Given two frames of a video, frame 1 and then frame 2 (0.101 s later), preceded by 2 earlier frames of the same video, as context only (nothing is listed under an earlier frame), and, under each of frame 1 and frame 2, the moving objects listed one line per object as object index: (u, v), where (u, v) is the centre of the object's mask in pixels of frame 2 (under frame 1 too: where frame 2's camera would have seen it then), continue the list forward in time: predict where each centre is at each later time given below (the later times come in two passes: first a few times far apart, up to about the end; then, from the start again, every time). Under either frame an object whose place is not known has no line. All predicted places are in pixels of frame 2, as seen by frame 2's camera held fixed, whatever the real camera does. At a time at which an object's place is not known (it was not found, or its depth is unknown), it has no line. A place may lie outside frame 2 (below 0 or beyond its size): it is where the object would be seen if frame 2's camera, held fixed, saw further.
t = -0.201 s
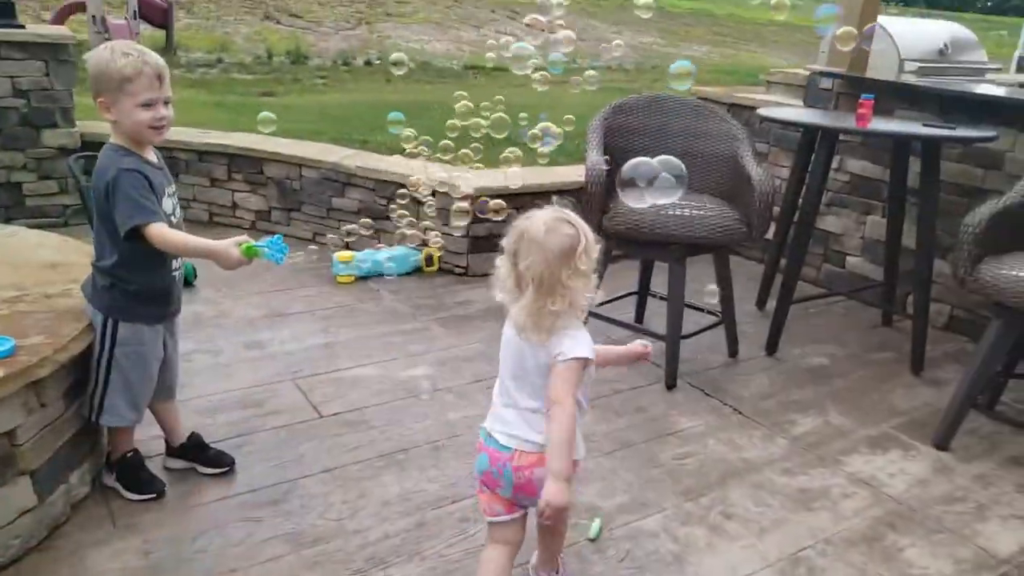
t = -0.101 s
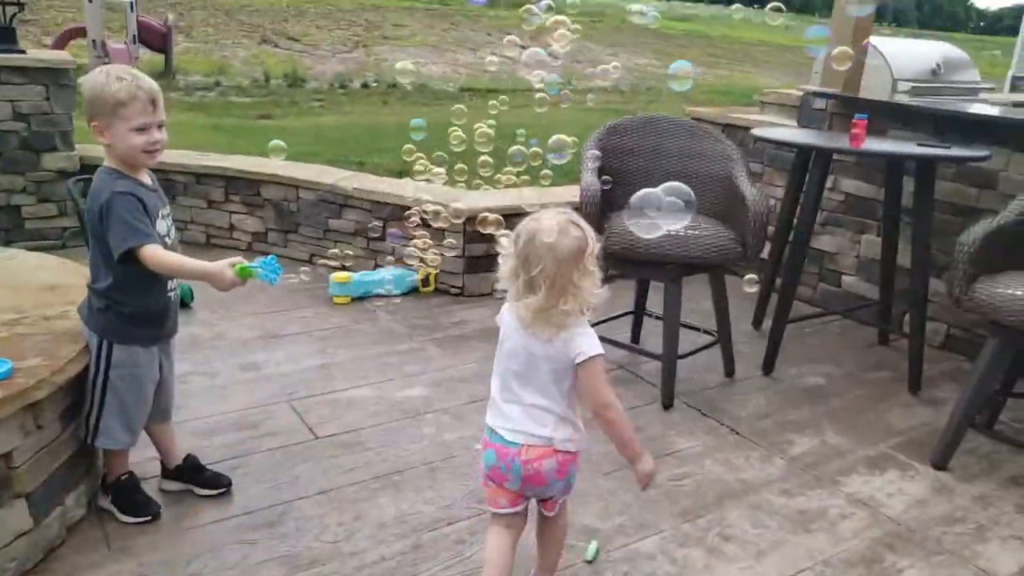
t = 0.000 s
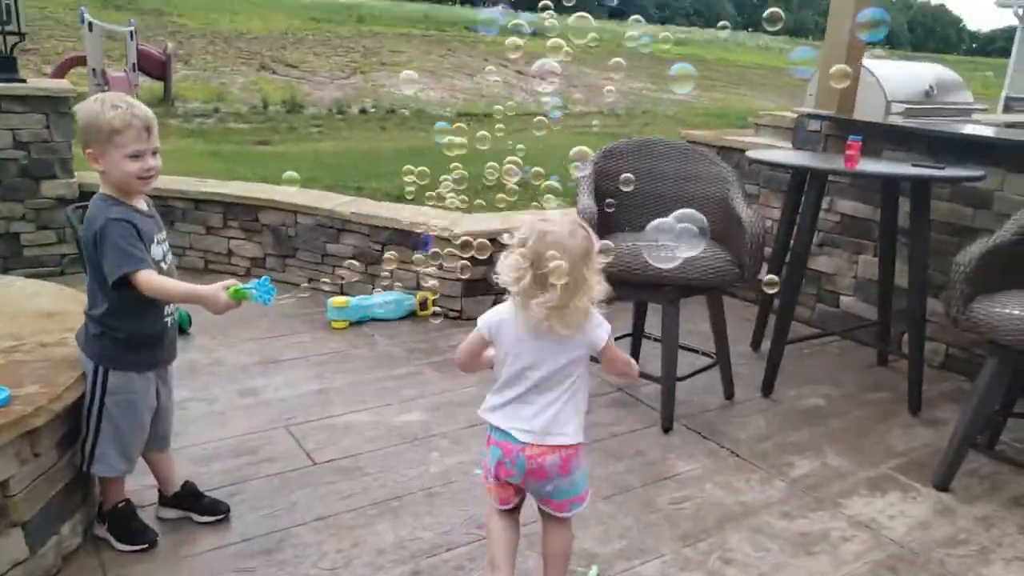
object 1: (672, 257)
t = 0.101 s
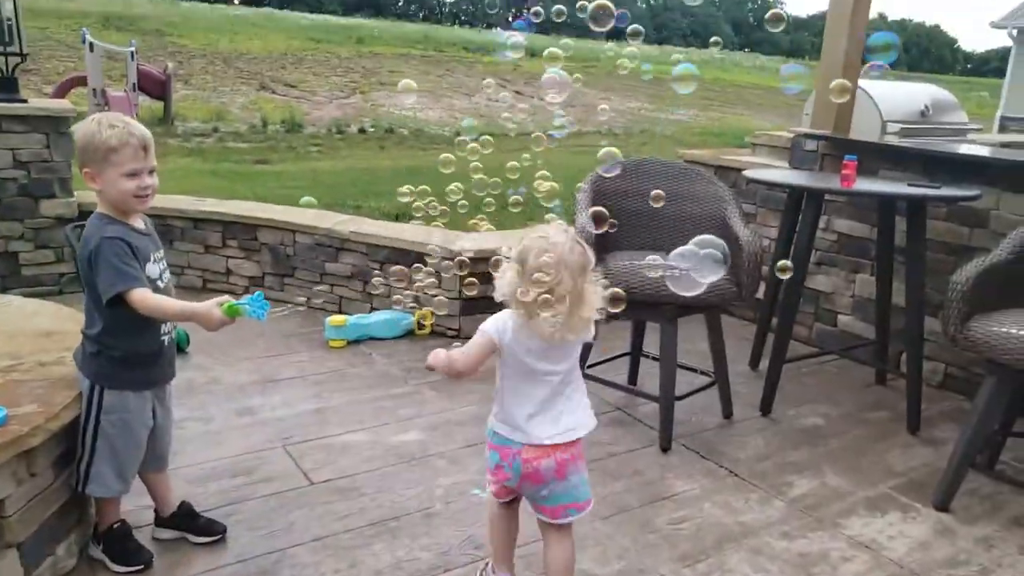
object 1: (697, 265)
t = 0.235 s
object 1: (745, 276)
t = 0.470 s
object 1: (846, 290)
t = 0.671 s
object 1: (917, 329)
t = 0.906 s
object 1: (973, 388)
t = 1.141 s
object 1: (994, 456)
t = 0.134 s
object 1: (707, 268)
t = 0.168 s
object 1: (719, 271)
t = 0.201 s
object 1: (731, 274)
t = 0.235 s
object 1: (745, 276)
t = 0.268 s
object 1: (759, 279)
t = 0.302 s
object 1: (774, 280)
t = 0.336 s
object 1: (790, 282)
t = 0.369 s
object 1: (807, 284)
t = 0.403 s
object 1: (818, 286)
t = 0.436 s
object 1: (833, 288)
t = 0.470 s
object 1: (846, 290)
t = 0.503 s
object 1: (861, 297)
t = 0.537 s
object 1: (873, 303)
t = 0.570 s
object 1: (884, 308)
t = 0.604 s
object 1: (896, 315)
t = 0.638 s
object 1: (907, 321)
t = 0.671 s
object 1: (917, 329)
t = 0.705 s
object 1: (927, 336)
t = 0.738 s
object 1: (936, 344)
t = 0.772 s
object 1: (945, 352)
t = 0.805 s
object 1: (953, 361)
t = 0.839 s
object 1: (961, 369)
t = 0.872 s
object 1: (967, 378)
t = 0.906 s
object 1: (973, 388)
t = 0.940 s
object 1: (978, 397)
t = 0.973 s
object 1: (982, 407)
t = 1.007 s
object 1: (986, 417)
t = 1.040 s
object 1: (990, 427)
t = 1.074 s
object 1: (992, 437)
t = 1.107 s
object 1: (993, 447)
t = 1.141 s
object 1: (994, 456)
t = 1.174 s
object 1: (996, 465)
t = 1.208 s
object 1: (996, 474)
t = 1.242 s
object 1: (995, 483)
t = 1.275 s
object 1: (993, 491)
